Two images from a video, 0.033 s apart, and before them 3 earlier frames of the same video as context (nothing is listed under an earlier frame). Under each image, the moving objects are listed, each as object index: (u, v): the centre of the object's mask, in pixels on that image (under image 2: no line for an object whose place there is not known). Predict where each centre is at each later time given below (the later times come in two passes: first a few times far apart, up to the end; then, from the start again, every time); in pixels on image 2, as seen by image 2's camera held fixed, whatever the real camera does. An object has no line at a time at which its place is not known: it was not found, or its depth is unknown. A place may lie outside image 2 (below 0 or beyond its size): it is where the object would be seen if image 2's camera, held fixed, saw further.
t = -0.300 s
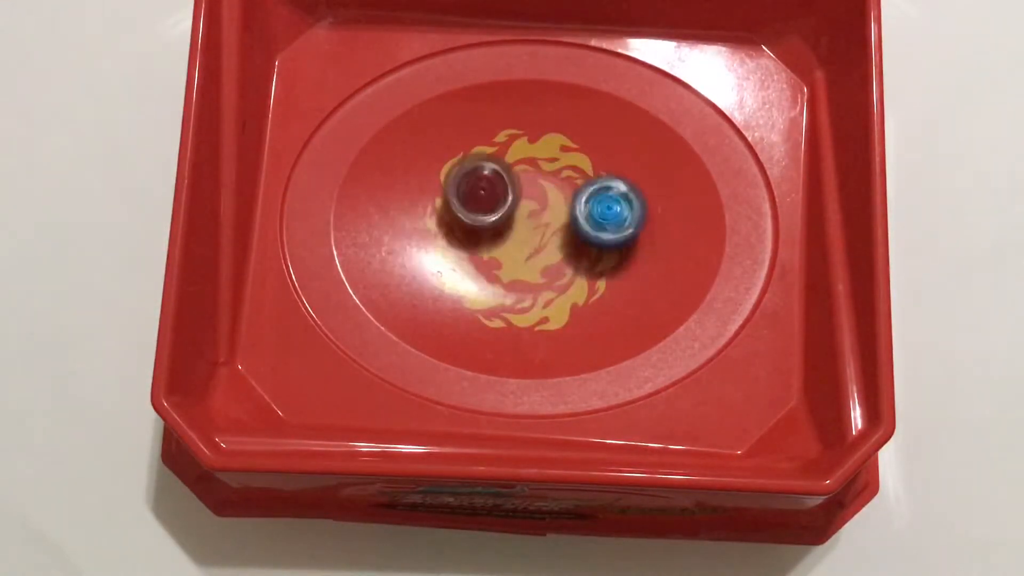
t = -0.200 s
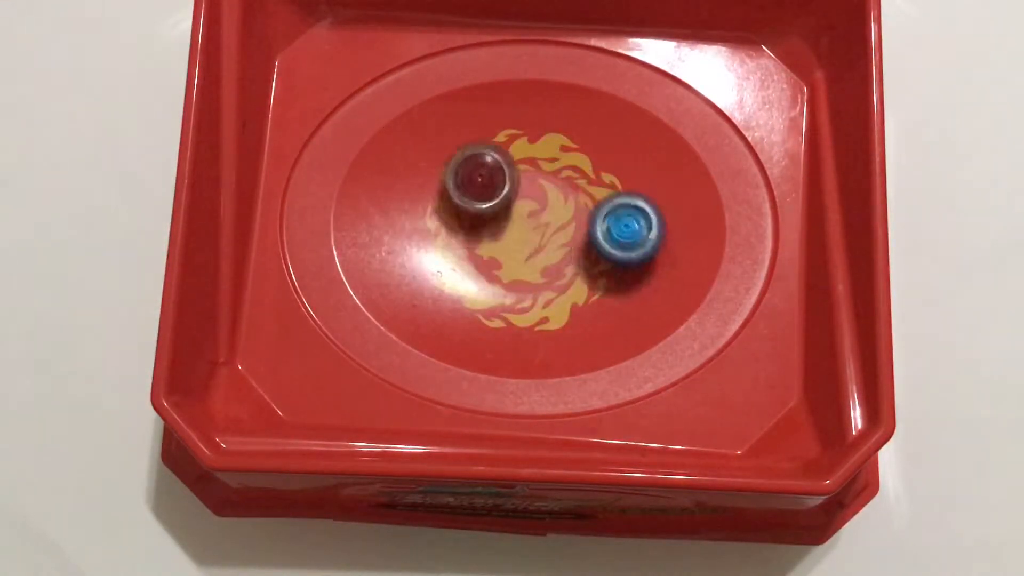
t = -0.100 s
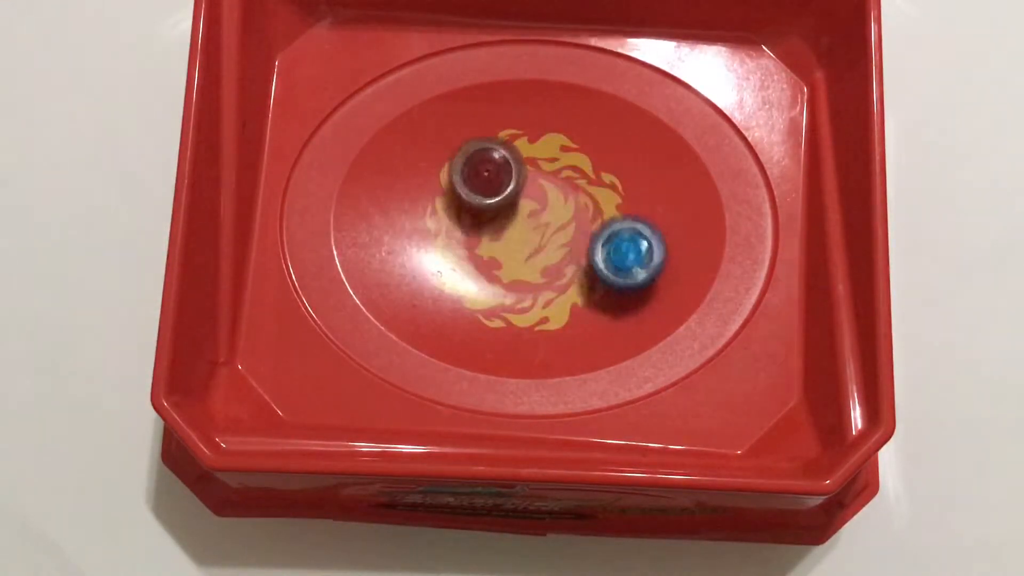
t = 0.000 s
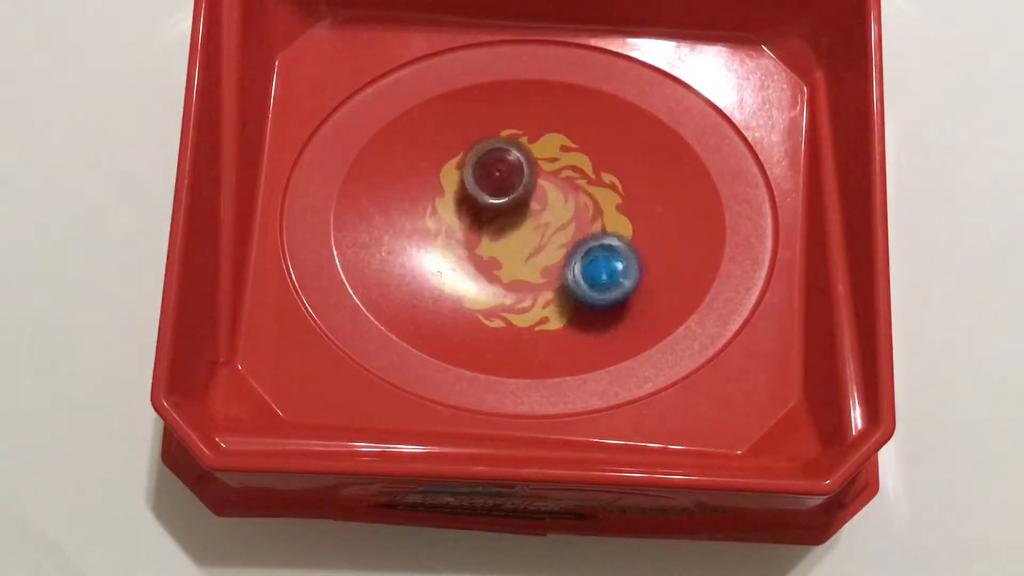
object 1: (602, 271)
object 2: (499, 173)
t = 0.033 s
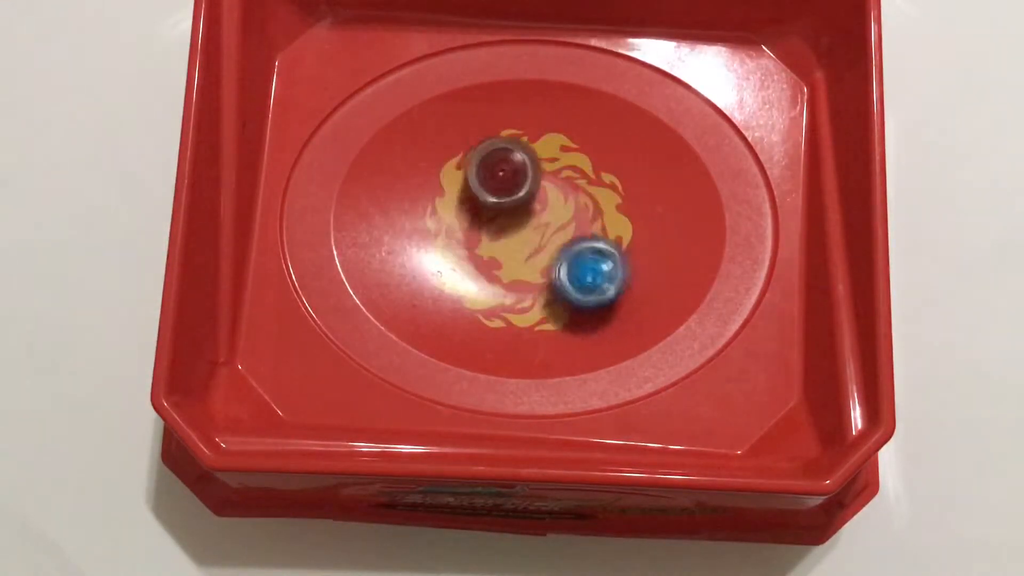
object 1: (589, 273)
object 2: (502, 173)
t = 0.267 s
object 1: (514, 239)
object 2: (529, 162)
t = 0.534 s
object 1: (444, 230)
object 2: (544, 179)
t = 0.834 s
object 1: (472, 183)
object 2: (566, 224)
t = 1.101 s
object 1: (523, 186)
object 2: (590, 264)
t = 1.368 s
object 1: (542, 160)
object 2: (572, 255)
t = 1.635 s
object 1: (569, 154)
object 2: (554, 277)
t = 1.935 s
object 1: (532, 186)
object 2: (533, 283)
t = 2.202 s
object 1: (491, 153)
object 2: (531, 270)
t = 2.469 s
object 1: (500, 170)
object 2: (537, 265)
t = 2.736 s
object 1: (498, 173)
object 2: (551, 279)
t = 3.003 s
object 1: (491, 212)
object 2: (560, 277)
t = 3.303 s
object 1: (451, 199)
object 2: (569, 260)
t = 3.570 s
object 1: (479, 197)
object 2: (552, 247)
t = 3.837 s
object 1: (470, 165)
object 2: (570, 250)
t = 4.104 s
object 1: (492, 179)
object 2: (575, 261)
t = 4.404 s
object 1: (502, 160)
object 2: (577, 269)
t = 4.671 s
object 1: (503, 197)
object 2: (552, 272)
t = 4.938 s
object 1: (469, 187)
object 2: (537, 286)
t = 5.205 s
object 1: (480, 160)
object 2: (534, 274)
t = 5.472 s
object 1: (498, 167)
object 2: (542, 295)
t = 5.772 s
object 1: (541, 162)
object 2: (549, 272)
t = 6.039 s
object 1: (535, 182)
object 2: (534, 276)
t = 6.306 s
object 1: (531, 177)
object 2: (524, 263)
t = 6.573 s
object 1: (531, 161)
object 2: (519, 283)
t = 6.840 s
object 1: (539, 175)
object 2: (514, 278)
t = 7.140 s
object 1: (557, 175)
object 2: (494, 276)
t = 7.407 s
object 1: (571, 163)
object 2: (505, 259)
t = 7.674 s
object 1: (564, 184)
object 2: (506, 266)
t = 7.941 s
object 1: (566, 186)
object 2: (503, 274)
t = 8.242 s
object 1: (566, 195)
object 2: (505, 265)
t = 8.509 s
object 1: (588, 204)
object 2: (508, 268)
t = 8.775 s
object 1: (593, 217)
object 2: (506, 273)
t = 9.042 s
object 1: (582, 219)
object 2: (490, 275)
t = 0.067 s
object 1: (577, 272)
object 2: (506, 172)
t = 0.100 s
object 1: (564, 270)
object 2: (510, 171)
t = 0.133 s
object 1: (552, 264)
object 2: (514, 170)
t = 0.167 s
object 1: (542, 259)
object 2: (517, 168)
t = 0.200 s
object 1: (533, 251)
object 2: (522, 167)
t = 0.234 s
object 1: (524, 243)
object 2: (526, 167)
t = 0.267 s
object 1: (514, 239)
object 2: (529, 162)
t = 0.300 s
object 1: (505, 239)
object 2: (534, 155)
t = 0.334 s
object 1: (495, 239)
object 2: (536, 153)
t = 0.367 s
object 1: (485, 240)
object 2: (538, 153)
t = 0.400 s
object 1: (475, 241)
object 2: (540, 157)
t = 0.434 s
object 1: (465, 241)
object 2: (542, 162)
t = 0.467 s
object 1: (456, 239)
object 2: (542, 167)
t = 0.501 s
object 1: (449, 235)
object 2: (543, 173)
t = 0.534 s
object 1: (444, 230)
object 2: (544, 179)
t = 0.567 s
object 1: (440, 224)
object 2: (546, 185)
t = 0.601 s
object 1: (438, 219)
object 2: (548, 189)
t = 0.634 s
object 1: (437, 214)
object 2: (549, 195)
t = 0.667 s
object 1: (437, 206)
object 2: (552, 200)
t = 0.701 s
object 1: (439, 200)
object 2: (554, 205)
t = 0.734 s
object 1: (444, 193)
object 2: (557, 209)
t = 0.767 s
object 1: (452, 188)
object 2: (560, 214)
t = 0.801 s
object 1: (462, 184)
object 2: (562, 220)
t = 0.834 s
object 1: (472, 183)
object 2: (566, 224)
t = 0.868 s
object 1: (482, 184)
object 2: (568, 227)
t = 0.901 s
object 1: (492, 185)
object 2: (571, 233)
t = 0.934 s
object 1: (500, 190)
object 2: (573, 236)
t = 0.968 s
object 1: (508, 193)
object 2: (574, 241)
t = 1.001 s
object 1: (514, 194)
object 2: (577, 245)
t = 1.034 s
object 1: (520, 195)
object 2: (582, 249)
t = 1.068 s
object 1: (522, 191)
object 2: (587, 258)
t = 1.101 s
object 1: (523, 186)
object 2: (590, 264)
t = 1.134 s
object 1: (524, 182)
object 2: (591, 267)
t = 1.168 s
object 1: (524, 178)
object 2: (591, 268)
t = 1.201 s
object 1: (526, 173)
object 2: (590, 267)
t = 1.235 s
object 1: (527, 169)
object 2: (588, 266)
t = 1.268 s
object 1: (528, 164)
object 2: (584, 264)
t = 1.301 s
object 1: (530, 160)
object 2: (581, 261)
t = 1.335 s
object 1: (535, 158)
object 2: (576, 258)
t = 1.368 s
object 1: (542, 160)
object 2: (572, 255)
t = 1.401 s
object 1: (550, 163)
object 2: (569, 252)
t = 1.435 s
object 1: (556, 167)
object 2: (566, 247)
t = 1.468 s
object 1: (557, 165)
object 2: (563, 252)
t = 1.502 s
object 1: (558, 158)
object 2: (562, 260)
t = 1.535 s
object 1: (560, 153)
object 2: (560, 266)
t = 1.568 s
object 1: (564, 152)
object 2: (558, 271)
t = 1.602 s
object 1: (567, 152)
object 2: (556, 275)
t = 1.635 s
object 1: (569, 154)
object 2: (554, 277)
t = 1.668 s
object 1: (572, 156)
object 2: (552, 278)
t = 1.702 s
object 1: (574, 162)
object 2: (549, 279)
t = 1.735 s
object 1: (573, 170)
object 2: (548, 278)
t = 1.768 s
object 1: (570, 176)
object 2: (544, 278)
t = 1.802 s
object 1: (563, 183)
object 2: (542, 278)
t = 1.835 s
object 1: (556, 187)
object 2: (540, 276)
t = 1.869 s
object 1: (549, 192)
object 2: (538, 275)
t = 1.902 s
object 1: (541, 192)
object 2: (536, 277)
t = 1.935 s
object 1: (532, 186)
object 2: (533, 283)
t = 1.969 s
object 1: (525, 180)
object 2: (532, 285)
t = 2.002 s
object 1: (517, 177)
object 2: (532, 285)
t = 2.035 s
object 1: (509, 172)
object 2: (532, 285)
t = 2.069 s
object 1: (502, 167)
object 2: (531, 284)
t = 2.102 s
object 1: (496, 161)
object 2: (530, 282)
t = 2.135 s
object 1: (493, 158)
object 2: (531, 279)
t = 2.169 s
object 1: (492, 156)
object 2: (532, 273)
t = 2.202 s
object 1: (491, 153)
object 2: (531, 270)
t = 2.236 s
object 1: (493, 151)
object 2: (531, 268)
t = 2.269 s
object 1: (499, 152)
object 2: (531, 264)
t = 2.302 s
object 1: (503, 157)
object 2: (531, 261)
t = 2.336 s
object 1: (506, 161)
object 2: (531, 259)
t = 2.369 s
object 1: (509, 168)
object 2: (531, 256)
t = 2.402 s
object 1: (509, 175)
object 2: (532, 255)
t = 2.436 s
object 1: (505, 173)
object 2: (534, 260)
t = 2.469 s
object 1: (500, 170)
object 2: (537, 265)
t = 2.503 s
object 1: (495, 170)
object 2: (539, 268)
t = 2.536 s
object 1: (491, 170)
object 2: (542, 271)
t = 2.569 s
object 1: (489, 168)
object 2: (544, 273)
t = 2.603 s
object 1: (489, 167)
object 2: (546, 274)
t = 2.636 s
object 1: (490, 168)
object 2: (547, 275)
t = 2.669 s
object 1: (493, 168)
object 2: (549, 277)
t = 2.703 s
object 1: (496, 169)
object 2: (549, 278)
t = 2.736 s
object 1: (498, 173)
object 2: (551, 279)
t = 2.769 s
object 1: (498, 176)
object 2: (552, 278)
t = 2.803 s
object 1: (499, 179)
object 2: (553, 278)
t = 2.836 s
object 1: (499, 187)
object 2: (553, 278)
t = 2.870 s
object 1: (499, 194)
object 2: (553, 276)
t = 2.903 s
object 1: (498, 198)
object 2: (554, 275)
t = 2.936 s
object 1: (499, 206)
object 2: (555, 274)
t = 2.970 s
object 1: (498, 212)
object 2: (555, 274)
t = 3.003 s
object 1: (491, 212)
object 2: (560, 277)
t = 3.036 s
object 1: (483, 212)
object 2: (565, 279)
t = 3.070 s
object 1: (475, 212)
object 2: (570, 279)
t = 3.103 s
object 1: (469, 212)
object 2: (574, 278)
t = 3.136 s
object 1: (464, 212)
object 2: (575, 276)
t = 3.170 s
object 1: (458, 210)
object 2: (576, 273)
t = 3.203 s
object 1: (455, 207)
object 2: (575, 270)
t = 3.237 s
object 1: (453, 206)
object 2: (574, 266)
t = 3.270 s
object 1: (451, 203)
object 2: (572, 263)
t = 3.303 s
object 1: (451, 199)
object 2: (569, 260)
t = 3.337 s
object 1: (453, 197)
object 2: (566, 256)
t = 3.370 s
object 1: (455, 194)
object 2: (562, 255)
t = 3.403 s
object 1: (460, 193)
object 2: (558, 252)
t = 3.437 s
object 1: (464, 193)
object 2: (555, 251)
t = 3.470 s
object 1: (471, 193)
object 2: (553, 249)
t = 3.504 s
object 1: (476, 195)
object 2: (550, 247)
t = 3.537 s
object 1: (481, 197)
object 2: (547, 246)
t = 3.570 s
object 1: (479, 197)
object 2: (552, 247)
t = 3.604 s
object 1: (474, 192)
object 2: (558, 250)
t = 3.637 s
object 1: (472, 189)
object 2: (562, 252)
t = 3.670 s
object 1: (468, 183)
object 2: (565, 253)
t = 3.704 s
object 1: (465, 178)
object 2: (567, 252)
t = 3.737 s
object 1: (464, 175)
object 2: (569, 252)
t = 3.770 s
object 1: (465, 171)
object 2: (570, 252)
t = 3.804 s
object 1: (466, 167)
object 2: (570, 252)
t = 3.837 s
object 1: (470, 165)
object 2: (570, 250)
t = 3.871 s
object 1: (475, 165)
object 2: (569, 249)
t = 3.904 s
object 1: (483, 166)
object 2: (569, 247)
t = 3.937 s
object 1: (488, 169)
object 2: (568, 246)
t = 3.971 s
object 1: (495, 174)
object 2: (567, 245)
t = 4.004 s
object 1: (498, 180)
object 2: (565, 244)
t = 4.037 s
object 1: (502, 188)
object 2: (565, 243)
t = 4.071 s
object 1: (498, 186)
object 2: (568, 252)
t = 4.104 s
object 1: (492, 179)
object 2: (575, 261)
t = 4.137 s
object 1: (487, 175)
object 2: (579, 269)
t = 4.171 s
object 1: (482, 170)
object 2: (582, 273)
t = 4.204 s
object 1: (481, 164)
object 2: (584, 275)
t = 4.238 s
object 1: (480, 160)
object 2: (584, 275)
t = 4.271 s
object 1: (481, 156)
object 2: (585, 275)
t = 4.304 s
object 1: (486, 154)
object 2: (584, 274)
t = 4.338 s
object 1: (490, 154)
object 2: (583, 272)
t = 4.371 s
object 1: (496, 155)
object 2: (581, 270)
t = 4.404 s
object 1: (502, 160)
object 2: (577, 269)
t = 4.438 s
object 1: (506, 165)
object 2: (573, 266)
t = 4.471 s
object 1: (509, 173)
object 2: (569, 263)
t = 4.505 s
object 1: (509, 180)
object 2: (566, 262)
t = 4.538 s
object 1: (510, 187)
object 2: (562, 264)
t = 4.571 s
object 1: (510, 196)
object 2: (559, 261)
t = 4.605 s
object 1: (506, 196)
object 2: (555, 267)
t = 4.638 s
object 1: (506, 197)
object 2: (554, 271)
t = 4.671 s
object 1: (503, 197)
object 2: (552, 272)
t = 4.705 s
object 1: (500, 197)
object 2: (550, 272)
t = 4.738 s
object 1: (499, 198)
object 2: (546, 273)
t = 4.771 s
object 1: (495, 200)
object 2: (542, 272)
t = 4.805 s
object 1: (493, 201)
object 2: (539, 273)
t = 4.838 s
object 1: (490, 204)
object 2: (536, 273)
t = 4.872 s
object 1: (483, 199)
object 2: (535, 277)
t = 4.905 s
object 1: (475, 193)
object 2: (536, 283)
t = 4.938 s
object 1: (469, 187)
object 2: (537, 286)
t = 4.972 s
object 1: (465, 182)
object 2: (538, 286)
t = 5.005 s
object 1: (463, 175)
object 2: (539, 283)
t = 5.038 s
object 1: (462, 171)
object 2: (538, 285)
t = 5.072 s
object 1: (462, 165)
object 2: (539, 282)
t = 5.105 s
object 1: (464, 161)
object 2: (538, 278)
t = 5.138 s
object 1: (467, 159)
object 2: (536, 277)
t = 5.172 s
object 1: (472, 159)
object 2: (535, 276)
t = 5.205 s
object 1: (480, 160)
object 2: (534, 274)
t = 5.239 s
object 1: (487, 164)
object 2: (533, 272)
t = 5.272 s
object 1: (493, 170)
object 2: (532, 271)
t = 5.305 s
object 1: (497, 176)
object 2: (532, 269)
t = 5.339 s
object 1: (501, 183)
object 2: (532, 266)
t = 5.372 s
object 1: (503, 190)
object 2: (532, 266)
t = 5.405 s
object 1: (501, 184)
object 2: (535, 277)
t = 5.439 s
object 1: (501, 175)
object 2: (539, 288)
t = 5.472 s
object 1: (498, 167)
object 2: (542, 295)
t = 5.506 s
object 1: (498, 160)
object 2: (545, 298)
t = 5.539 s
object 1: (500, 154)
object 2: (549, 299)
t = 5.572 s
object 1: (504, 150)
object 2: (551, 297)
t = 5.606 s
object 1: (510, 145)
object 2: (552, 294)
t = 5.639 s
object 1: (516, 143)
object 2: (553, 290)
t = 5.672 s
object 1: (522, 145)
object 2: (553, 285)
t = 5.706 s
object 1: (529, 148)
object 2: (552, 280)
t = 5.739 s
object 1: (537, 155)
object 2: (551, 277)
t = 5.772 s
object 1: (541, 162)
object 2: (549, 272)
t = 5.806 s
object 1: (542, 168)
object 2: (546, 270)
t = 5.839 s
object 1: (541, 177)
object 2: (545, 268)
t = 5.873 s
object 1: (541, 185)
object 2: (542, 266)
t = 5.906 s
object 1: (539, 189)
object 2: (541, 267)
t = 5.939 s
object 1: (538, 187)
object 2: (539, 271)
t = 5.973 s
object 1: (536, 185)
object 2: (537, 275)
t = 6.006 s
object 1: (536, 184)
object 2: (535, 276)
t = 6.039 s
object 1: (535, 182)
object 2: (534, 276)
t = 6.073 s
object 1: (533, 180)
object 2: (532, 276)
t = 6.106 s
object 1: (532, 178)
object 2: (530, 275)
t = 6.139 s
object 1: (533, 178)
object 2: (529, 273)
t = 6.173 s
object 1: (532, 177)
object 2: (527, 272)
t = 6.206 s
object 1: (533, 176)
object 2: (526, 271)
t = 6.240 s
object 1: (531, 177)
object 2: (525, 269)
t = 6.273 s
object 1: (532, 177)
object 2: (524, 265)
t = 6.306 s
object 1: (531, 177)
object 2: (524, 263)
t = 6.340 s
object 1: (531, 178)
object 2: (524, 260)
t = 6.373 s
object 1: (531, 178)
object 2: (525, 257)
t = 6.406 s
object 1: (532, 175)
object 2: (522, 263)
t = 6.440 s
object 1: (531, 170)
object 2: (521, 270)
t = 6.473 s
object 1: (531, 166)
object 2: (520, 274)
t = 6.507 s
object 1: (532, 163)
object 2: (520, 277)
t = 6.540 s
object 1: (531, 161)
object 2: (519, 281)
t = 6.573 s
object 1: (531, 161)
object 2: (519, 283)
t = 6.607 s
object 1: (534, 160)
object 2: (519, 285)
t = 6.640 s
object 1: (537, 162)
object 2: (519, 286)
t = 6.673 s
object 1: (539, 163)
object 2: (519, 285)
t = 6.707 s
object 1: (540, 165)
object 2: (519, 284)
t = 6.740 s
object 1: (539, 166)
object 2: (518, 281)
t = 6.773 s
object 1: (539, 170)
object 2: (517, 279)
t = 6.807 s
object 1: (539, 171)
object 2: (516, 281)
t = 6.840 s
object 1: (539, 175)
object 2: (514, 278)
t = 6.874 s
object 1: (539, 178)
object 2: (511, 275)
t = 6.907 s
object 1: (540, 181)
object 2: (511, 273)
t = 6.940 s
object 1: (540, 184)
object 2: (509, 271)
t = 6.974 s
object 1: (540, 189)
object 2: (507, 272)
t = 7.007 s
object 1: (542, 192)
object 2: (506, 267)
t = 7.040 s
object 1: (545, 189)
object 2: (501, 271)
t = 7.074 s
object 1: (550, 187)
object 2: (498, 275)
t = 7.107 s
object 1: (554, 181)
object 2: (495, 276)
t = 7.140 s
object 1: (557, 175)
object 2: (494, 276)
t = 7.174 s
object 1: (559, 169)
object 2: (495, 275)
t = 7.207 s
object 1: (560, 164)
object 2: (496, 272)
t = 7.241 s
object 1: (561, 162)
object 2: (497, 271)
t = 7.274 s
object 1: (563, 161)
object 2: (498, 269)
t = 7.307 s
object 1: (567, 159)
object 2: (500, 265)
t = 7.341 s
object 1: (567, 159)
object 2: (501, 263)
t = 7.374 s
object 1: (570, 162)
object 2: (502, 261)
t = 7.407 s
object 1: (571, 163)
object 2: (505, 259)
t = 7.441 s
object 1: (571, 168)
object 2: (505, 259)
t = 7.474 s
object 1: (570, 172)
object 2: (508, 259)
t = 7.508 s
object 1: (566, 179)
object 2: (508, 258)
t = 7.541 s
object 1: (563, 182)
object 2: (512, 257)
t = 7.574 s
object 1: (559, 186)
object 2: (513, 258)
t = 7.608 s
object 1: (560, 186)
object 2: (510, 261)
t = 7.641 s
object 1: (562, 185)
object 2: (506, 264)
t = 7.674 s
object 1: (564, 184)
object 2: (506, 266)
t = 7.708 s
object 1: (566, 183)
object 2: (506, 268)
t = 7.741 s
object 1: (565, 184)
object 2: (506, 269)
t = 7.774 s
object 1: (567, 183)
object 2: (506, 270)
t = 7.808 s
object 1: (565, 184)
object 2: (505, 273)
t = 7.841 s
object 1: (566, 185)
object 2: (504, 274)
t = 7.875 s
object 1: (565, 185)
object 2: (504, 274)
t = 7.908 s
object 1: (567, 187)
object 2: (504, 274)
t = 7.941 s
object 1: (566, 186)
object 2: (503, 274)
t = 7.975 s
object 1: (567, 188)
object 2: (503, 274)
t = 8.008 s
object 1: (567, 187)
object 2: (502, 274)
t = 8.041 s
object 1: (566, 188)
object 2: (502, 274)
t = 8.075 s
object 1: (567, 188)
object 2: (502, 273)
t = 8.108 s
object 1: (566, 190)
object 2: (502, 273)
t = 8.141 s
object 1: (568, 190)
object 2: (503, 270)
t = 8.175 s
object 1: (566, 192)
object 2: (503, 270)
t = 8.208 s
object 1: (567, 193)
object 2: (503, 266)
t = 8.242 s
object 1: (566, 195)
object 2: (505, 265)
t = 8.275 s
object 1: (568, 198)
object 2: (505, 263)
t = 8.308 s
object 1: (568, 198)
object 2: (507, 263)
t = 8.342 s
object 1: (569, 201)
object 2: (509, 261)
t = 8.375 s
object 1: (569, 203)
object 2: (510, 262)
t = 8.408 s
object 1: (574, 205)
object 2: (509, 262)
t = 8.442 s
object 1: (579, 204)
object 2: (507, 264)
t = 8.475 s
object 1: (585, 204)
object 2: (508, 266)
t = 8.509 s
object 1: (588, 204)
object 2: (508, 268)
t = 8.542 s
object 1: (590, 203)
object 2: (509, 267)
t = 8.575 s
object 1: (594, 204)
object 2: (508, 270)
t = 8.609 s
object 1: (596, 206)
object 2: (508, 271)
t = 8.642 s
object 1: (598, 208)
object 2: (507, 272)
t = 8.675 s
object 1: (597, 209)
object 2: (507, 272)
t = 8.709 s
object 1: (597, 212)
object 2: (506, 273)
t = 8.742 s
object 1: (594, 214)
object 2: (506, 273)
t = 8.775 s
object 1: (593, 217)
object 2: (506, 273)
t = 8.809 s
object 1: (591, 218)
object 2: (505, 273)
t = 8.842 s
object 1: (586, 220)
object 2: (504, 273)
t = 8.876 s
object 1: (584, 222)
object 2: (504, 273)
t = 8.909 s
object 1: (579, 224)
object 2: (503, 273)
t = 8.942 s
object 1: (575, 226)
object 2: (503, 273)
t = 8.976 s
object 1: (574, 226)
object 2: (501, 273)
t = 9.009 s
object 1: (578, 221)
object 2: (495, 274)
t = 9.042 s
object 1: (582, 219)
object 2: (490, 275)
